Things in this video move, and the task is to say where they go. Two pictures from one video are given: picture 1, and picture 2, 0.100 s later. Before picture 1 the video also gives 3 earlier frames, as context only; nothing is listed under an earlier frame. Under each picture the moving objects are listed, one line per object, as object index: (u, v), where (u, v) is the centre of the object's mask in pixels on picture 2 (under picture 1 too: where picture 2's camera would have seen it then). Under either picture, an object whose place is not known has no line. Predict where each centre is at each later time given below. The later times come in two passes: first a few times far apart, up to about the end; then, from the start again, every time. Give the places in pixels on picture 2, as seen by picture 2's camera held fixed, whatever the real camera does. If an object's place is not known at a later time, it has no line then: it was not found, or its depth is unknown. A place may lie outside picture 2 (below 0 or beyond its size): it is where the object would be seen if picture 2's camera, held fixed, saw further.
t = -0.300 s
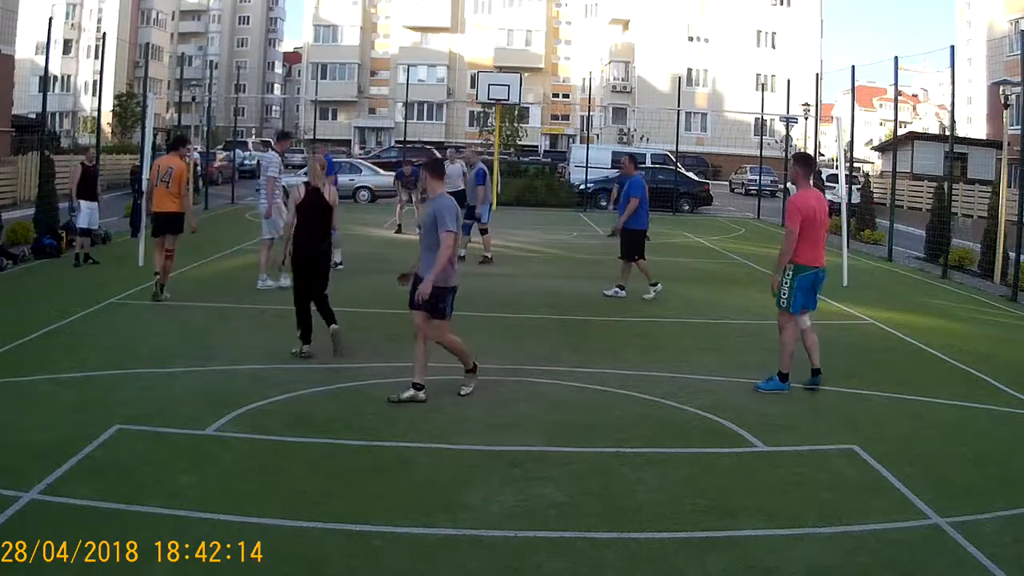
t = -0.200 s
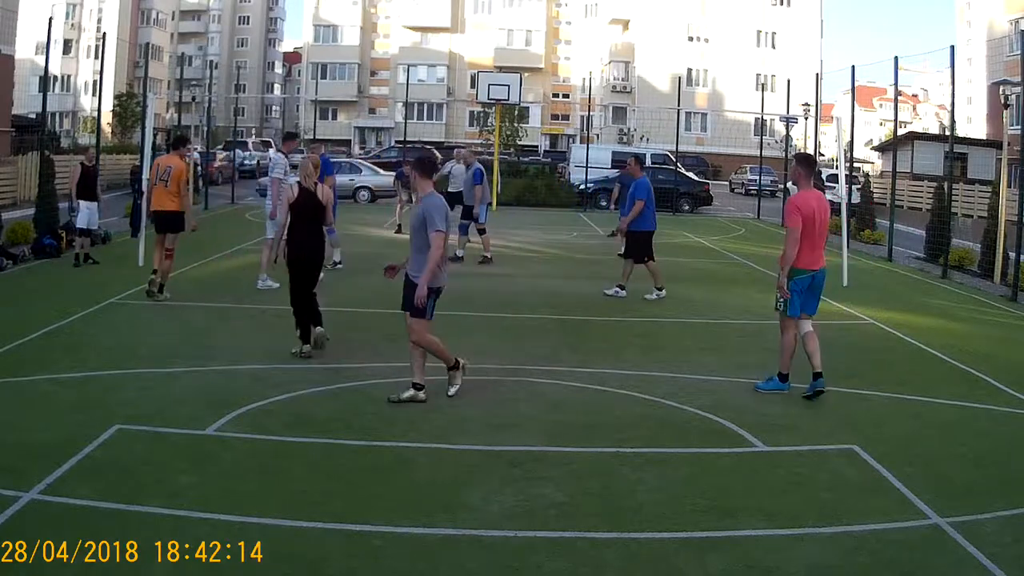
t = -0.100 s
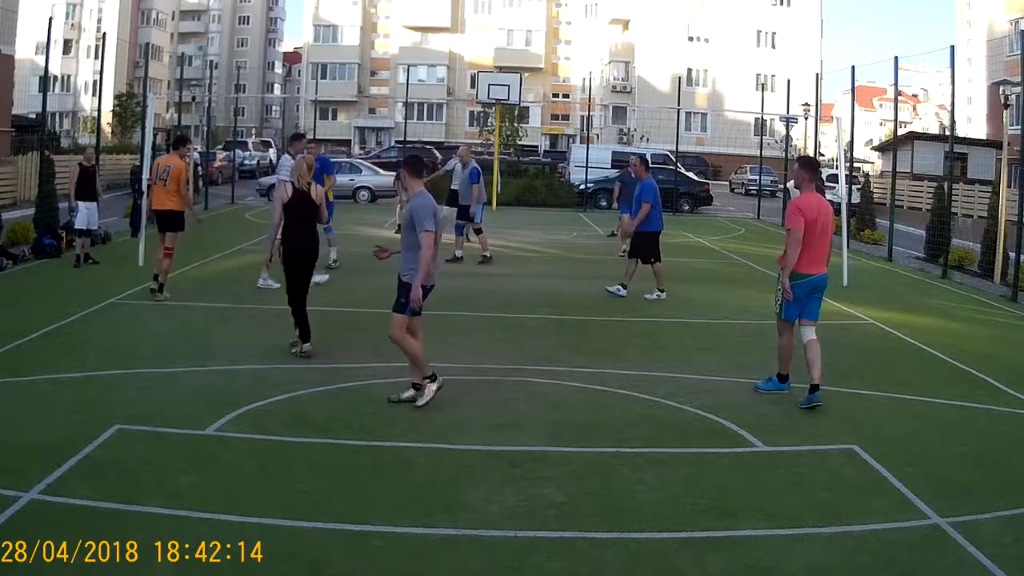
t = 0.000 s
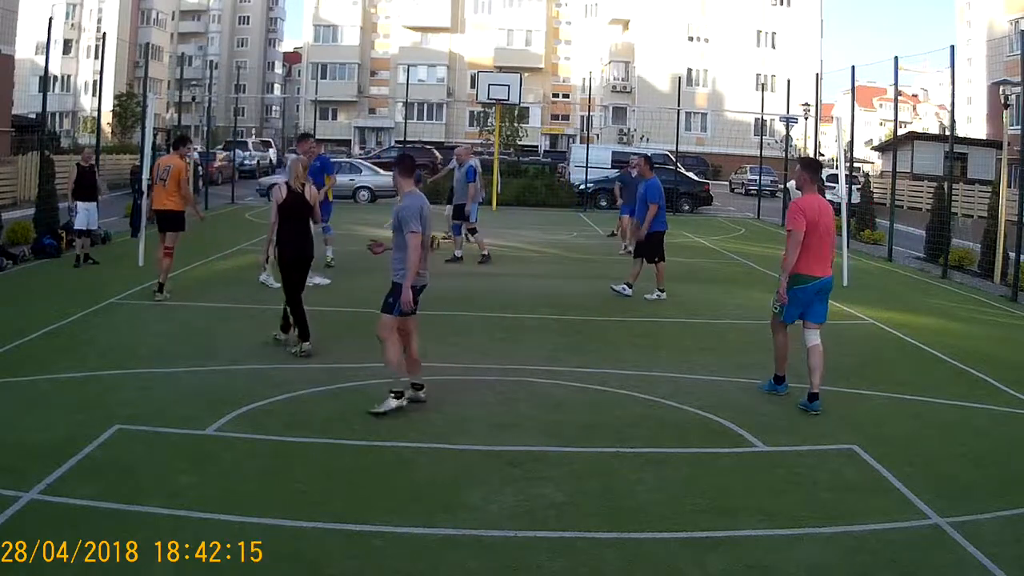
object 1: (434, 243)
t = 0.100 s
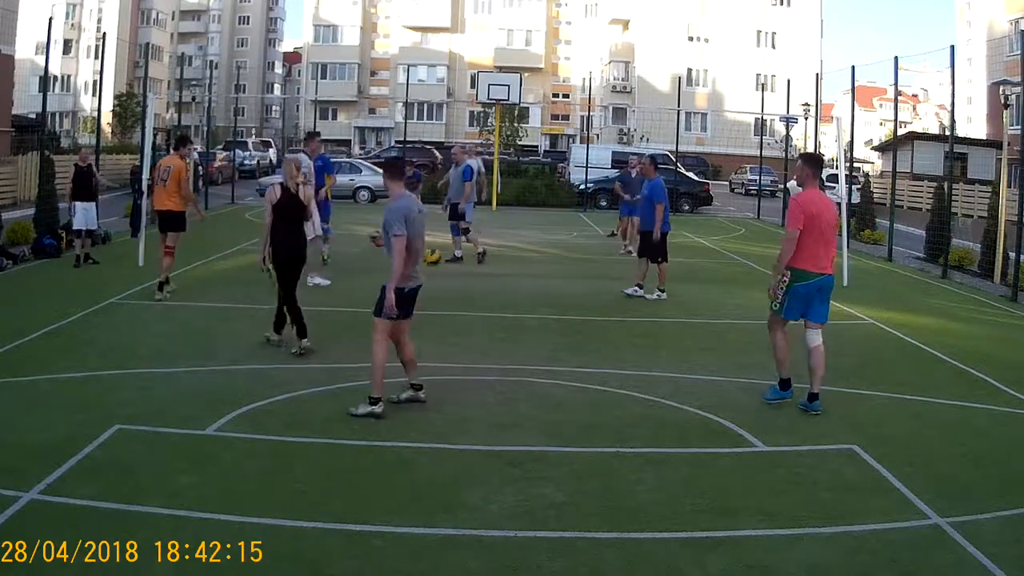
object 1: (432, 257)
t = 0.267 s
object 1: (433, 300)
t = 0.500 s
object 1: (437, 281)
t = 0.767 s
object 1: (443, 328)
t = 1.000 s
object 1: (449, 329)
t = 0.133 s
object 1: (433, 264)
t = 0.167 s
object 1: (433, 273)
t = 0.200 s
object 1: (434, 280)
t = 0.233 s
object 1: (434, 291)
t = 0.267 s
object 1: (433, 300)
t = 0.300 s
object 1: (434, 295)
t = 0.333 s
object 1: (434, 290)
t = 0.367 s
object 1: (435, 286)
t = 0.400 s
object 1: (436, 283)
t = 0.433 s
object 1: (436, 281)
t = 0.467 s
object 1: (437, 281)
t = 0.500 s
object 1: (437, 281)
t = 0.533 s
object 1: (438, 282)
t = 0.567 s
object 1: (439, 285)
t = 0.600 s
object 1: (439, 289)
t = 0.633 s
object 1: (440, 294)
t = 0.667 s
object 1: (441, 299)
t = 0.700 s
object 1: (441, 307)
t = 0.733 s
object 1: (442, 317)
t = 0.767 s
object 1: (443, 328)
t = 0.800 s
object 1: (442, 340)
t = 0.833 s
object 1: (444, 338)
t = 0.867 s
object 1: (444, 334)
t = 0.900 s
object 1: (446, 331)
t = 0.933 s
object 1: (446, 330)
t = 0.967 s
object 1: (447, 329)
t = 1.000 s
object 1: (449, 329)
